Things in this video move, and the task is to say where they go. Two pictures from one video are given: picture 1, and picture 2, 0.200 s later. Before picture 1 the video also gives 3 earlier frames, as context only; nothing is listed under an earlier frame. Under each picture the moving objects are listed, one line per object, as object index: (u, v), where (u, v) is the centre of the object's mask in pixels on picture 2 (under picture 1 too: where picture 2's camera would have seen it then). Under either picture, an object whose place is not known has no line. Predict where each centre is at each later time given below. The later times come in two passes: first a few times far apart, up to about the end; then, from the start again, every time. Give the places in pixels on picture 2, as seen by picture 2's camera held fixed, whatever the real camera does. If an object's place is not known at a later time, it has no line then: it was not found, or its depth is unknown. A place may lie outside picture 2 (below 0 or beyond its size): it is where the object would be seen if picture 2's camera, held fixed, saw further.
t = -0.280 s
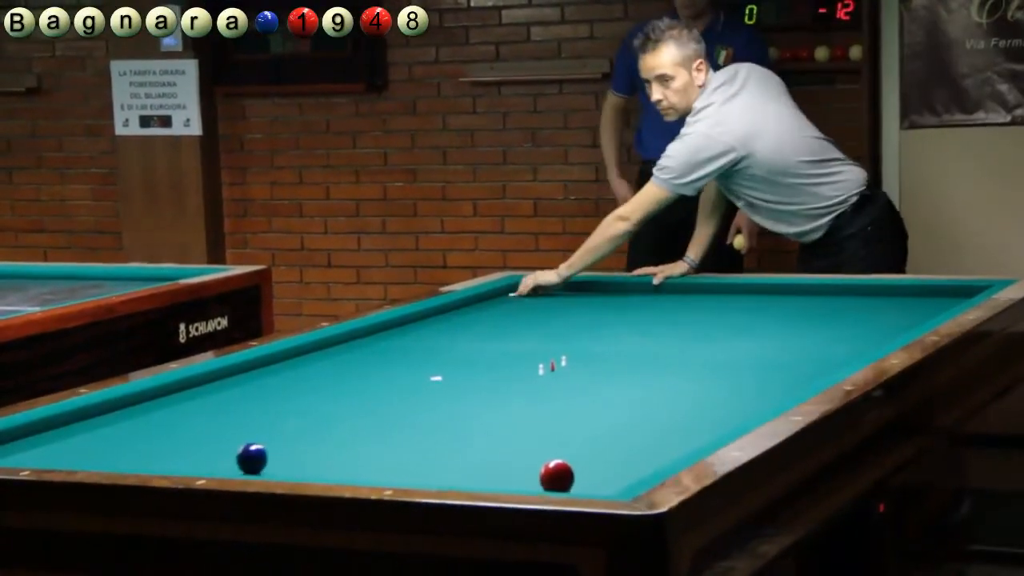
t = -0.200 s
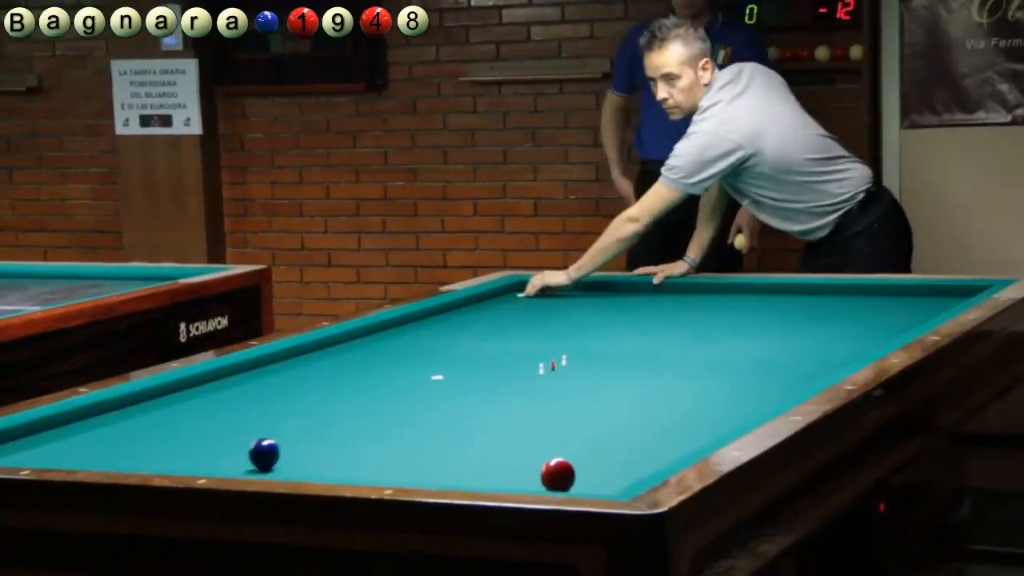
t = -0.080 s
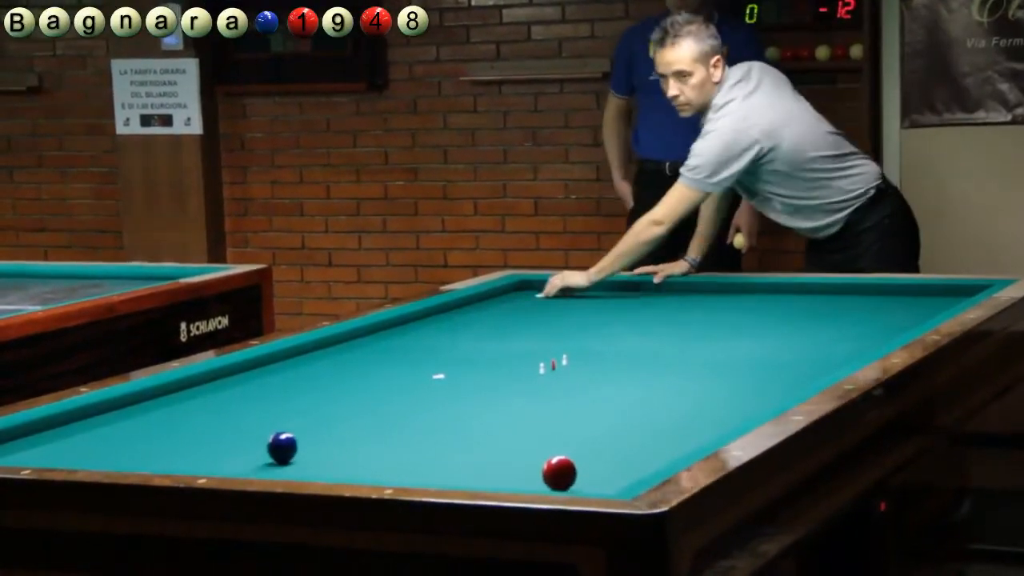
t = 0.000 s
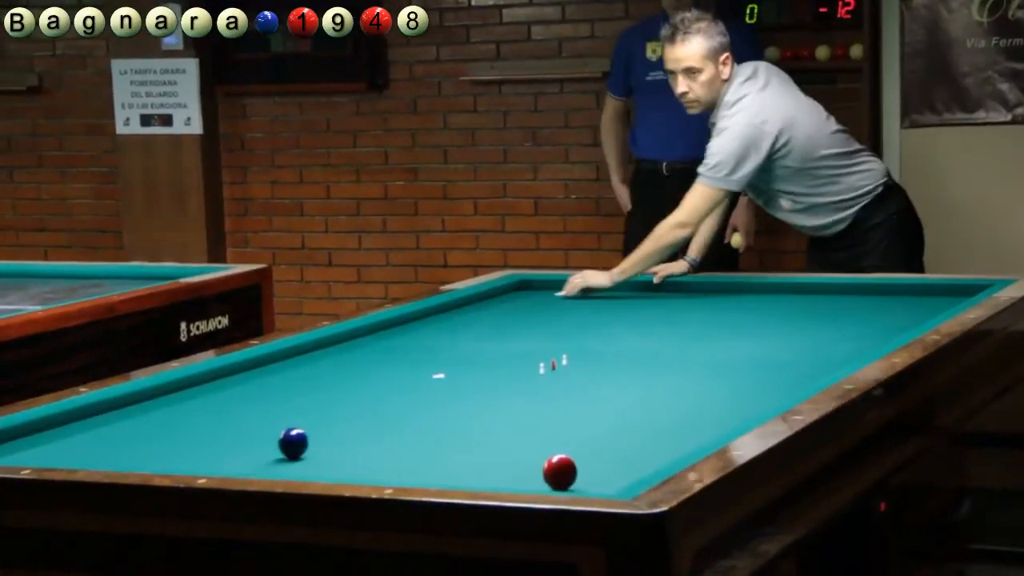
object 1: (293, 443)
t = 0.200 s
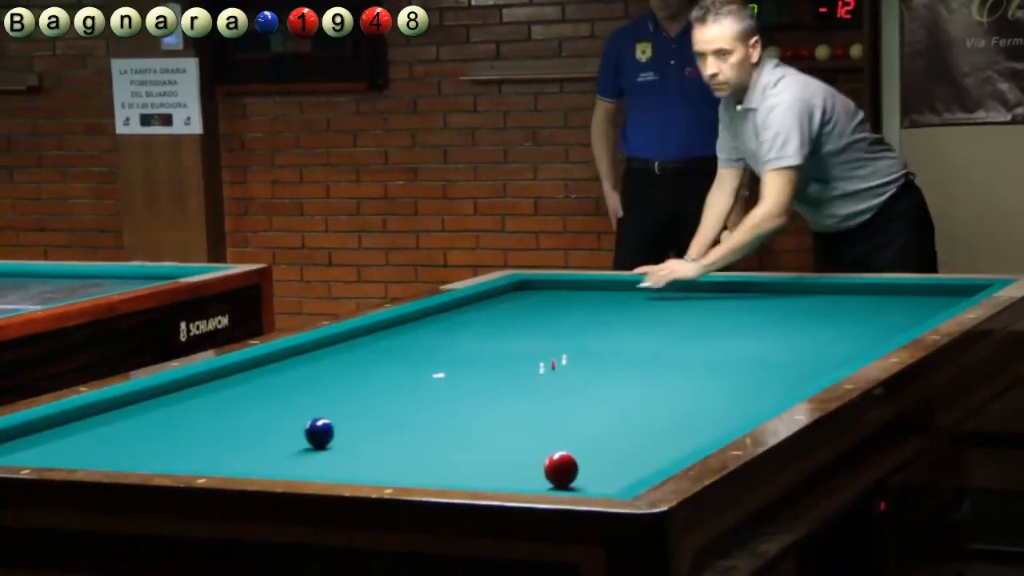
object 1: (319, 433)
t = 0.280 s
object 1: (329, 430)
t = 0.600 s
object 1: (367, 415)
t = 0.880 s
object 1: (398, 404)
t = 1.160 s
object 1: (425, 394)
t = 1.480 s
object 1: (454, 383)
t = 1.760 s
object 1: (478, 374)
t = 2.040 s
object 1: (501, 366)
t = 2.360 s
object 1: (525, 357)
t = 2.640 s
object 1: (545, 350)
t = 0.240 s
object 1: (324, 431)
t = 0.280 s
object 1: (329, 430)
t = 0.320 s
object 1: (334, 428)
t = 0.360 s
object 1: (339, 426)
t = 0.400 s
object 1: (344, 424)
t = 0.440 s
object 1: (349, 422)
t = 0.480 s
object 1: (353, 421)
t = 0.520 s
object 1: (358, 419)
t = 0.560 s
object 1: (363, 417)
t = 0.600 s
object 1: (367, 415)
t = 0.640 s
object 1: (372, 413)
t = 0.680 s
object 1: (376, 411)
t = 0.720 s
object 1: (381, 410)
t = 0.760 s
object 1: (385, 409)
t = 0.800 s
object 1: (389, 407)
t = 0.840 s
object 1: (394, 406)
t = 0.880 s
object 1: (398, 404)
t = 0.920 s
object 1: (402, 402)
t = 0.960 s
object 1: (406, 401)
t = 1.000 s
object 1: (410, 399)
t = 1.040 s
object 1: (413, 398)
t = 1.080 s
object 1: (417, 396)
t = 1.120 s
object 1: (421, 395)
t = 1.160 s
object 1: (425, 394)
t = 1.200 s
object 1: (429, 392)
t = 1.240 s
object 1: (433, 391)
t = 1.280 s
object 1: (436, 389)
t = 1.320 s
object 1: (440, 388)
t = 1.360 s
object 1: (444, 386)
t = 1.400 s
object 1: (447, 385)
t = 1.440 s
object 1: (451, 384)
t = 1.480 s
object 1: (454, 383)
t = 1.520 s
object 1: (458, 381)
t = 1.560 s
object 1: (461, 380)
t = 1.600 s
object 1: (465, 379)
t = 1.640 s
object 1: (468, 378)
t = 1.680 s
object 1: (471, 377)
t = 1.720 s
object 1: (475, 375)
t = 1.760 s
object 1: (478, 374)
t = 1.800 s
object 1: (481, 373)
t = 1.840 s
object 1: (485, 371)
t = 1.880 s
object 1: (488, 370)
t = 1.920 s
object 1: (491, 369)
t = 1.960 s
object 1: (495, 368)
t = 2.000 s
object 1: (498, 367)
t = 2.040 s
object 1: (501, 366)
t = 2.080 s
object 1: (504, 364)
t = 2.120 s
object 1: (507, 363)
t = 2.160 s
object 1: (510, 362)
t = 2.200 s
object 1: (513, 361)
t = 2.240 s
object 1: (516, 360)
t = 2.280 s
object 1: (519, 359)
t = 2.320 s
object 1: (522, 358)
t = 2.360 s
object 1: (525, 357)
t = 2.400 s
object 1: (529, 356)
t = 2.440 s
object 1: (531, 354)
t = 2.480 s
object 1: (534, 353)
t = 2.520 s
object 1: (537, 352)
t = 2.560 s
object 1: (540, 351)
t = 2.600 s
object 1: (543, 350)
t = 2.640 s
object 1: (545, 350)
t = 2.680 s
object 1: (547, 348)
